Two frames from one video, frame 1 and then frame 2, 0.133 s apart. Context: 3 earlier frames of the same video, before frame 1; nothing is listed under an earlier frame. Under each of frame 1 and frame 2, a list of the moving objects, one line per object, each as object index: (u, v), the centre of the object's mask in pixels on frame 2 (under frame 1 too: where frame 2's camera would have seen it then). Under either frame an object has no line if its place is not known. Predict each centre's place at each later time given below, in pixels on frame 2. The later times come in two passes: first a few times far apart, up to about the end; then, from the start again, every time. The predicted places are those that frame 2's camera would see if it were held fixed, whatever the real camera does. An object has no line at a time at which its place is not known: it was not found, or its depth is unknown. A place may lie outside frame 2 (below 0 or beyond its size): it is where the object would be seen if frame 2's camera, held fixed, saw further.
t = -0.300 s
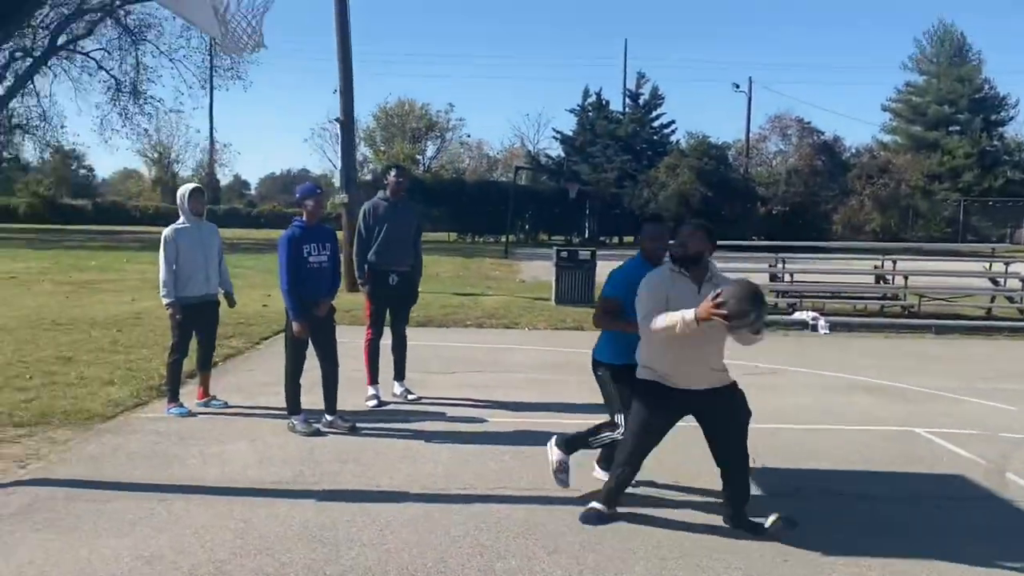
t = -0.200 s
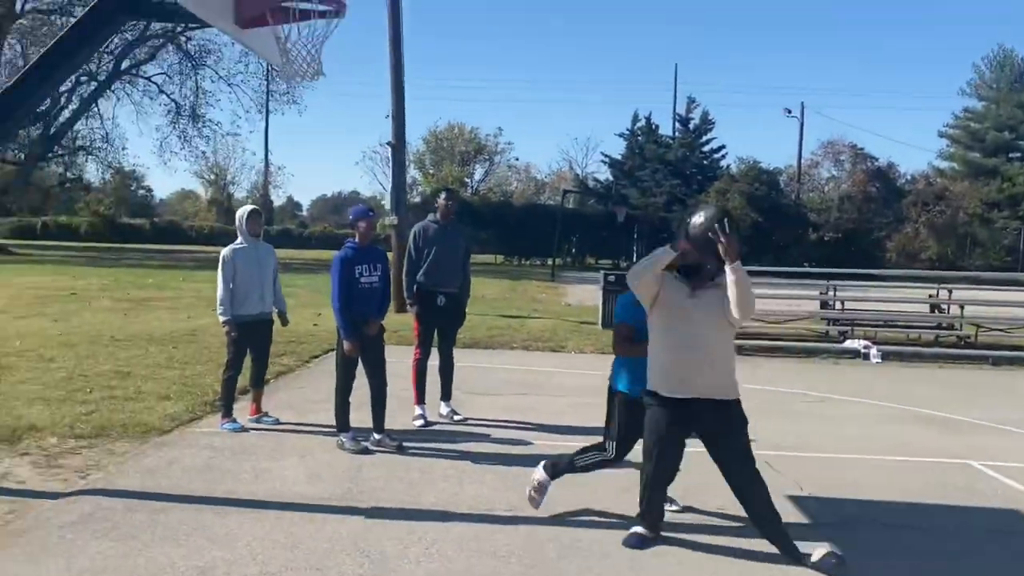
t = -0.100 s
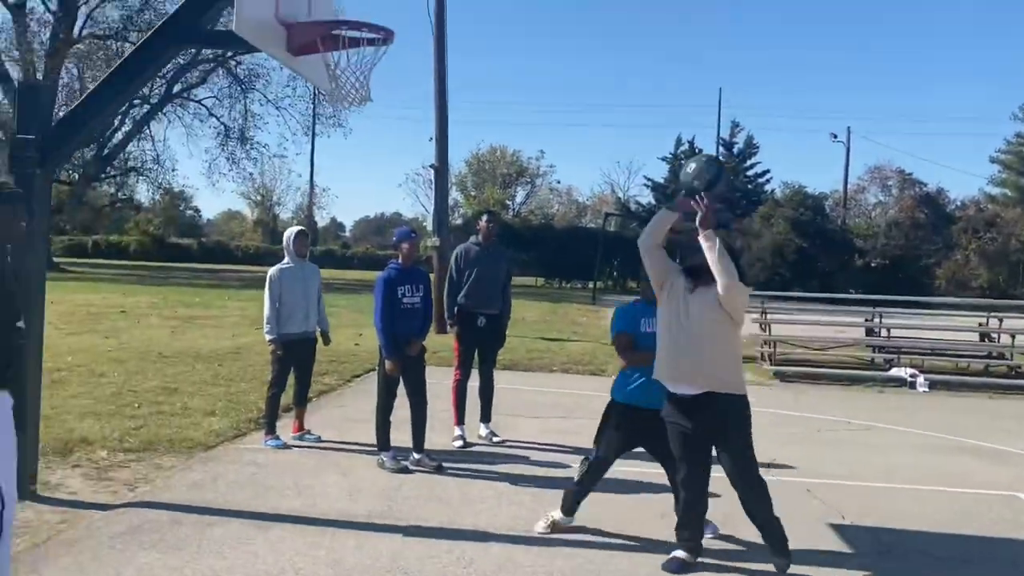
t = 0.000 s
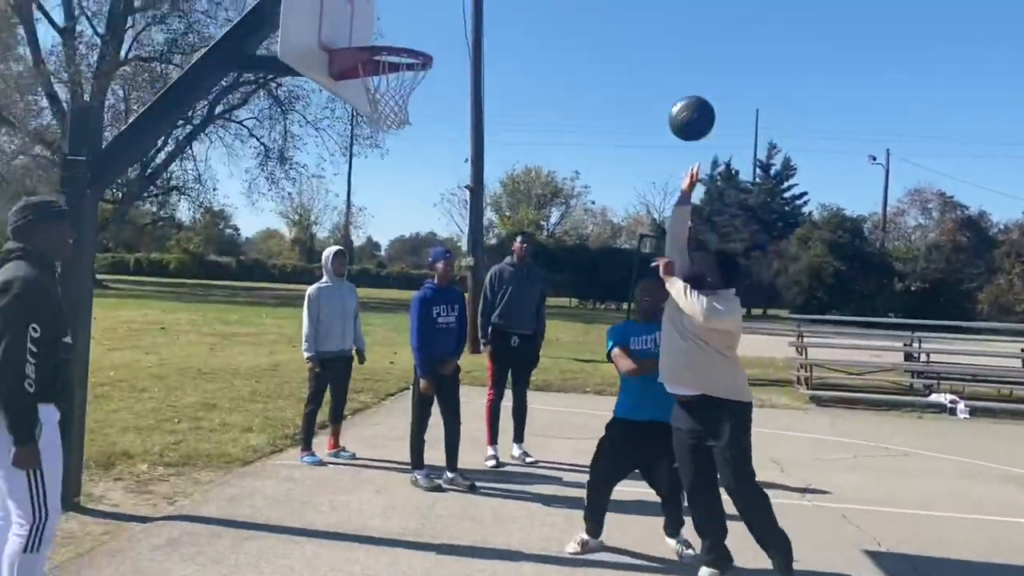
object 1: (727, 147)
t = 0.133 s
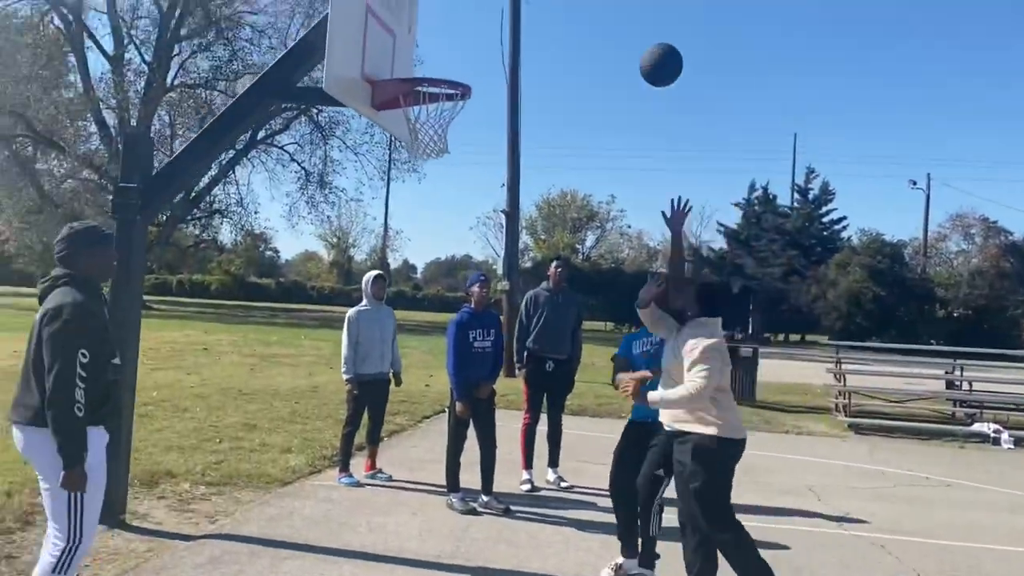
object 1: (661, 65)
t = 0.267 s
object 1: (600, 22)
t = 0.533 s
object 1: (491, 29)
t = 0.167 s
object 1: (646, 51)
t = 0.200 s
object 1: (630, 39)
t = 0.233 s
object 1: (614, 29)
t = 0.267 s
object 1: (600, 22)
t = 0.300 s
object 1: (586, 17)
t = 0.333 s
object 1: (571, 13)
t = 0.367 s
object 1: (558, 12)
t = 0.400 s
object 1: (544, 12)
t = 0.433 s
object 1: (530, 14)
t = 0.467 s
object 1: (518, 17)
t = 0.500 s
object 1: (505, 22)
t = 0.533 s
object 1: (491, 29)
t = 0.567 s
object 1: (479, 37)
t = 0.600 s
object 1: (466, 46)
